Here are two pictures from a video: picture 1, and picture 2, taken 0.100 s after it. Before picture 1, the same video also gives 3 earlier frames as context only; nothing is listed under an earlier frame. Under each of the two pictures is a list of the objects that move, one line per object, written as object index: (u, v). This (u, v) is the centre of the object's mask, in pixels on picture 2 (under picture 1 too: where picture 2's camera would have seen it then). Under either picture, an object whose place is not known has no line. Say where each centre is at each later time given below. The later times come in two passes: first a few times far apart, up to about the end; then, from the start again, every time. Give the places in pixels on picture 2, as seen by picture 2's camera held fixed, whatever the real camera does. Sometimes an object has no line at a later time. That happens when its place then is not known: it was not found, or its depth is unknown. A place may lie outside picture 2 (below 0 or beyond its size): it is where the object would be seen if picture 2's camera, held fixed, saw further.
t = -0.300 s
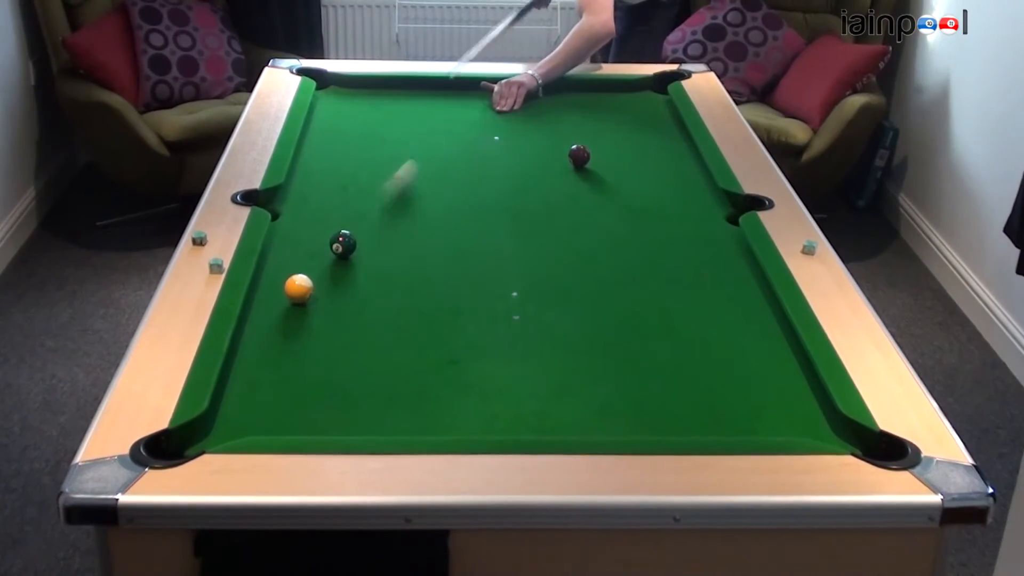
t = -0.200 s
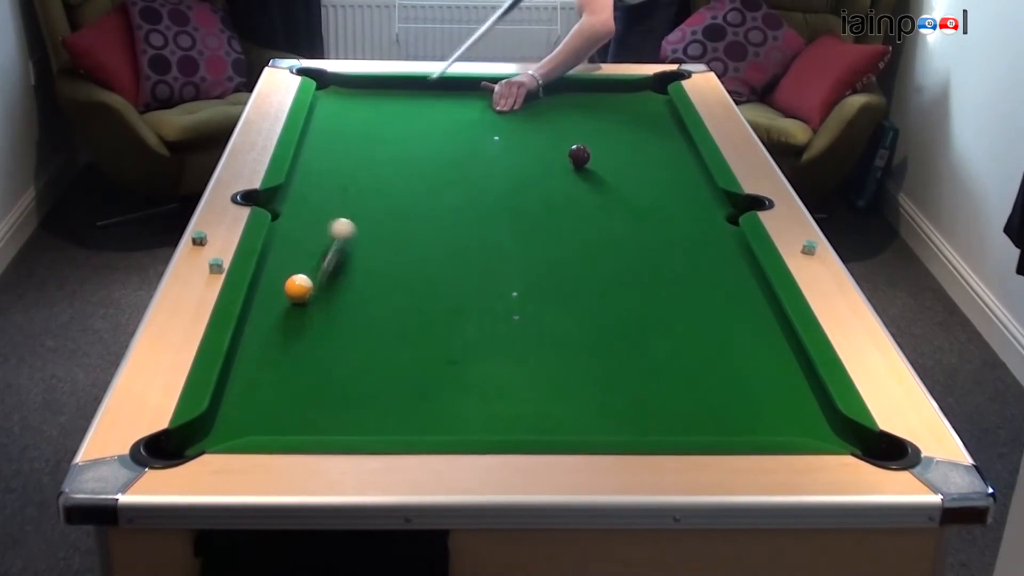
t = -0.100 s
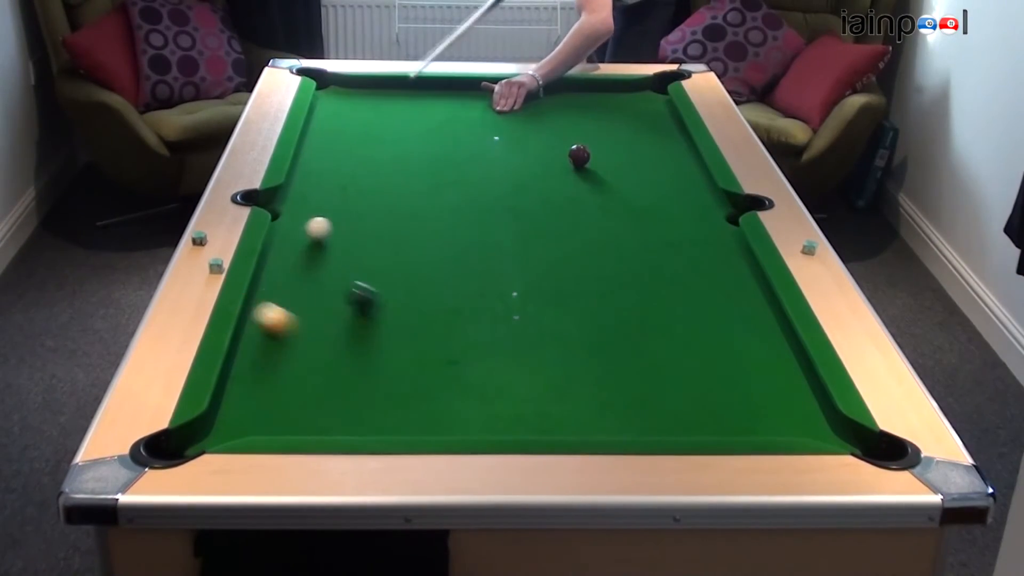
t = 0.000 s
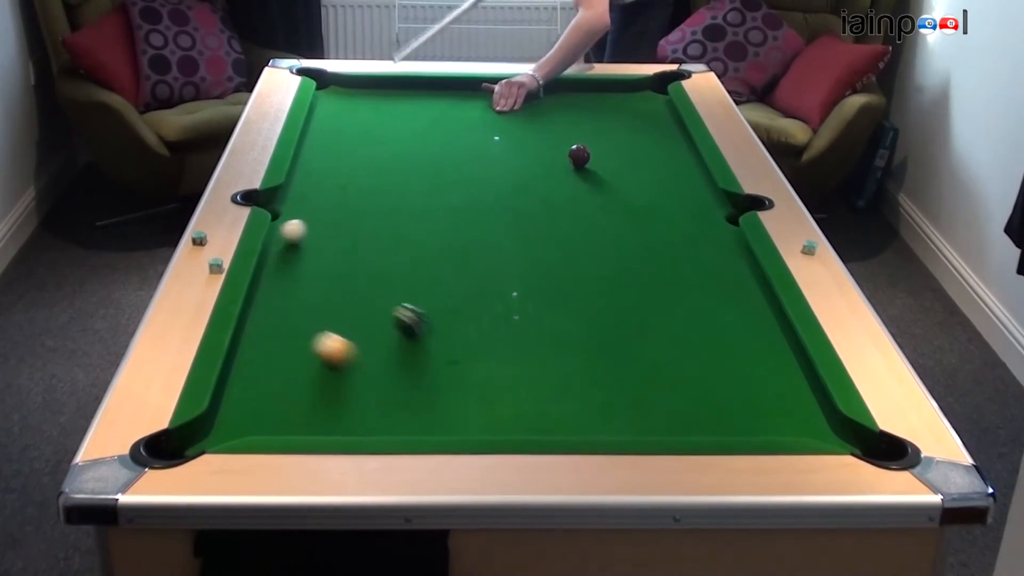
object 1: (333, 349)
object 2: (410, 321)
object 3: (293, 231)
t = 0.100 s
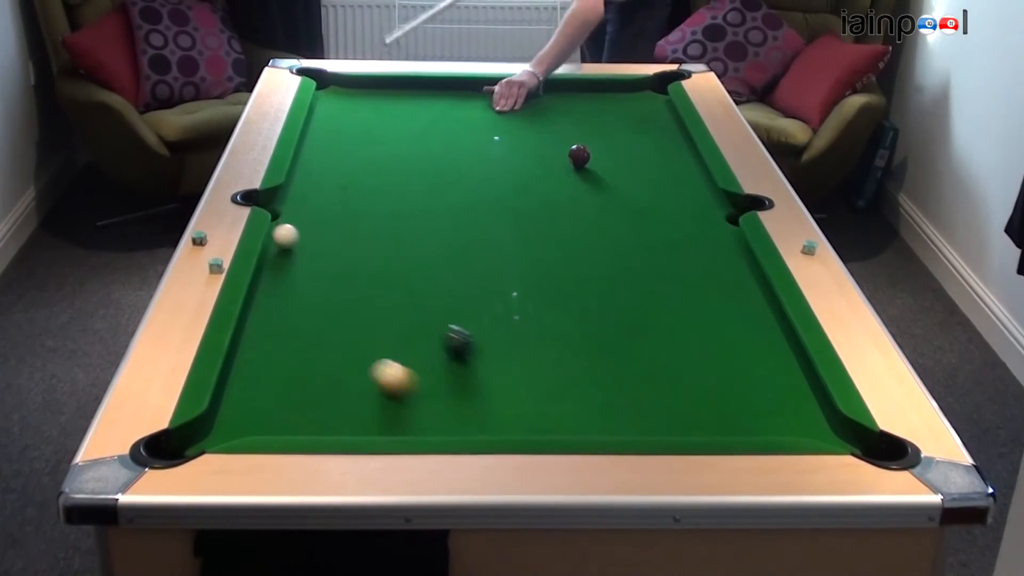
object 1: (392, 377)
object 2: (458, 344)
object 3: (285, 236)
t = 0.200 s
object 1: (455, 407)
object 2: (508, 367)
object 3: (301, 241)
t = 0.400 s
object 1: (578, 418)
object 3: (332, 251)
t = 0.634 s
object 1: (637, 403)
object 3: (367, 262)
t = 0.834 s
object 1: (684, 392)
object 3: (395, 271)
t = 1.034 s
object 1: (726, 381)
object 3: (422, 280)
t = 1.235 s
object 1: (764, 372)
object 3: (447, 288)
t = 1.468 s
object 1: (789, 359)
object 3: (473, 297)
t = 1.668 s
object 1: (758, 347)
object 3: (494, 304)
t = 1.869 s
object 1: (732, 336)
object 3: (512, 310)
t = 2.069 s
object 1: (709, 326)
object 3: (529, 316)
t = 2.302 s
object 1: (685, 318)
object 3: (546, 321)
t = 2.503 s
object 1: (669, 311)
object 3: (558, 325)
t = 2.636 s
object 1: (659, 307)
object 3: (565, 327)
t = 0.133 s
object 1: (414, 388)
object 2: (475, 351)
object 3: (290, 238)
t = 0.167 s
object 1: (435, 397)
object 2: (492, 360)
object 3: (296, 239)
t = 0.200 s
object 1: (455, 407)
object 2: (508, 367)
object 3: (301, 241)
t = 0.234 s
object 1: (479, 418)
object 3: (306, 243)
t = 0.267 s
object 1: (499, 424)
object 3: (311, 245)
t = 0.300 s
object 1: (527, 427)
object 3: (316, 246)
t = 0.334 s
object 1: (550, 423)
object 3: (322, 248)
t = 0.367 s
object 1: (571, 418)
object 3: (327, 249)
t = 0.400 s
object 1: (578, 418)
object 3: (332, 251)
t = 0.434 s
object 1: (587, 417)
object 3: (337, 252)
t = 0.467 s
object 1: (595, 415)
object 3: (342, 254)
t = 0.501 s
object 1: (604, 413)
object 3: (347, 256)
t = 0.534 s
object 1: (613, 410)
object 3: (352, 257)
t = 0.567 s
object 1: (621, 408)
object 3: (357, 259)
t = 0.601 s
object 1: (629, 405)
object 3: (362, 260)
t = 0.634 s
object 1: (637, 403)
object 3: (367, 262)
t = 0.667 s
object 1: (645, 401)
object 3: (372, 263)
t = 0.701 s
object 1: (653, 399)
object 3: (376, 265)
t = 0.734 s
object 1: (661, 398)
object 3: (381, 267)
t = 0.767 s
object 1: (669, 395)
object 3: (386, 268)
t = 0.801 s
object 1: (676, 393)
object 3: (390, 270)
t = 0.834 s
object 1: (684, 392)
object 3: (395, 271)
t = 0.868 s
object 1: (691, 390)
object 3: (400, 273)
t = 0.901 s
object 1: (698, 388)
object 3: (404, 274)
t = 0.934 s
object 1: (705, 386)
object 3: (409, 275)
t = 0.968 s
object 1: (712, 384)
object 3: (413, 277)
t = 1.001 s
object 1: (719, 382)
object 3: (418, 278)
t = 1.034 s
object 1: (726, 381)
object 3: (422, 280)
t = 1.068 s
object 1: (732, 379)
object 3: (427, 281)
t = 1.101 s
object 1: (739, 377)
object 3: (431, 282)
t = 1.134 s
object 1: (746, 376)
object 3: (435, 284)
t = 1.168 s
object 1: (752, 374)
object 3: (439, 285)
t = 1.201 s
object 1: (758, 373)
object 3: (443, 287)
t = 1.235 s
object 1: (764, 372)
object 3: (447, 288)
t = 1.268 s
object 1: (770, 370)
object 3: (451, 289)
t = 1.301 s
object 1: (776, 368)
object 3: (455, 291)
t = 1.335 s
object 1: (783, 367)
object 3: (458, 292)
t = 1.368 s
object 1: (788, 365)
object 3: (462, 293)
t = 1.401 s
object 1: (793, 363)
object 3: (466, 294)
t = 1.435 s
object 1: (794, 362)
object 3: (470, 296)
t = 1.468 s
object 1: (789, 359)
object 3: (473, 297)
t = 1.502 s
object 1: (783, 357)
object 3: (477, 298)
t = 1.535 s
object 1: (778, 355)
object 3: (480, 299)
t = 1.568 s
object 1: (773, 353)
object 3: (484, 300)
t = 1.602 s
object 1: (768, 350)
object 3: (487, 301)
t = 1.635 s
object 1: (763, 349)
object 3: (490, 302)
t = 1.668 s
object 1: (758, 347)
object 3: (494, 304)
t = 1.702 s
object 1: (753, 345)
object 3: (497, 305)
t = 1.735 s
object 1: (749, 343)
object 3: (500, 306)
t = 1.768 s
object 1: (744, 341)
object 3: (503, 307)
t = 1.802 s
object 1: (740, 339)
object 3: (506, 308)
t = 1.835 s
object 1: (736, 338)
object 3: (509, 309)
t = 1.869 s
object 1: (732, 336)
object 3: (512, 310)
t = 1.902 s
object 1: (728, 334)
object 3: (515, 311)
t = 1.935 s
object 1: (724, 332)
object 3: (518, 312)
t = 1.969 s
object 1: (720, 331)
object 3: (521, 313)
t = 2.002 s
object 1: (716, 329)
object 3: (524, 314)
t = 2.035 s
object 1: (712, 328)
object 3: (526, 315)
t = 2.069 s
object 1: (709, 326)
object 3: (529, 316)
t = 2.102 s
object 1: (705, 325)
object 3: (532, 316)
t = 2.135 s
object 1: (702, 323)
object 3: (534, 317)
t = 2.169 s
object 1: (698, 322)
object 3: (537, 318)
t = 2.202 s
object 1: (695, 321)
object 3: (539, 319)
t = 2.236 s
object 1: (692, 320)
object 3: (542, 320)
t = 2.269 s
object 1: (689, 319)
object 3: (544, 320)
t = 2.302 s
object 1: (685, 318)
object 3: (546, 321)
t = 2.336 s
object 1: (682, 316)
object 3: (548, 322)
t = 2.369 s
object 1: (679, 315)
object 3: (550, 323)
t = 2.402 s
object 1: (676, 314)
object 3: (552, 323)
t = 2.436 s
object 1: (674, 313)
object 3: (554, 324)
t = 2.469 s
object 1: (671, 312)
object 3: (556, 325)
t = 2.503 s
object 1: (669, 311)
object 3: (558, 325)
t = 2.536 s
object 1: (666, 310)
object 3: (560, 326)
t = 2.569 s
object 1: (664, 309)
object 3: (561, 326)
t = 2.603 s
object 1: (661, 308)
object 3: (563, 327)
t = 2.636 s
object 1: (659, 307)
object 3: (565, 327)
